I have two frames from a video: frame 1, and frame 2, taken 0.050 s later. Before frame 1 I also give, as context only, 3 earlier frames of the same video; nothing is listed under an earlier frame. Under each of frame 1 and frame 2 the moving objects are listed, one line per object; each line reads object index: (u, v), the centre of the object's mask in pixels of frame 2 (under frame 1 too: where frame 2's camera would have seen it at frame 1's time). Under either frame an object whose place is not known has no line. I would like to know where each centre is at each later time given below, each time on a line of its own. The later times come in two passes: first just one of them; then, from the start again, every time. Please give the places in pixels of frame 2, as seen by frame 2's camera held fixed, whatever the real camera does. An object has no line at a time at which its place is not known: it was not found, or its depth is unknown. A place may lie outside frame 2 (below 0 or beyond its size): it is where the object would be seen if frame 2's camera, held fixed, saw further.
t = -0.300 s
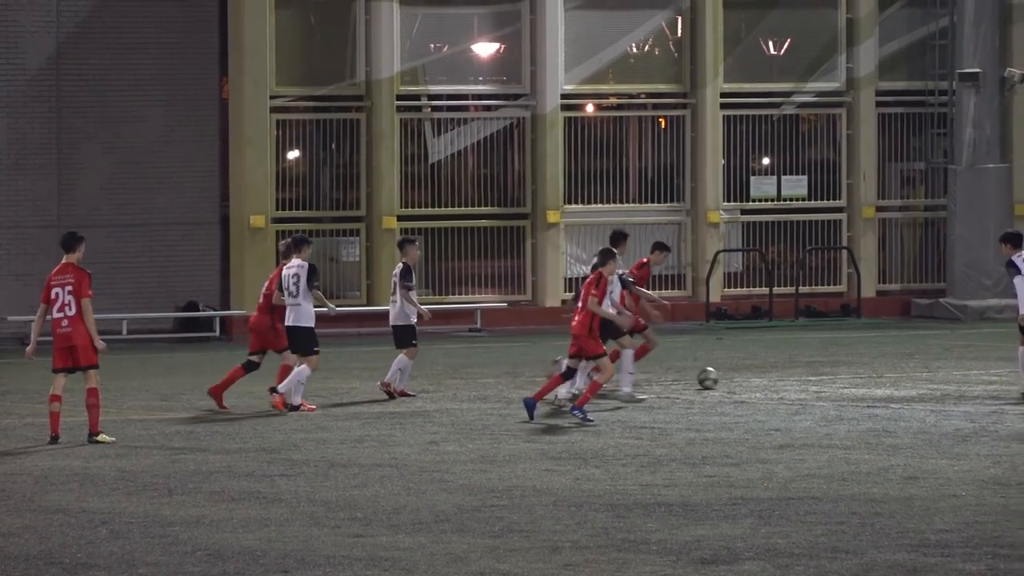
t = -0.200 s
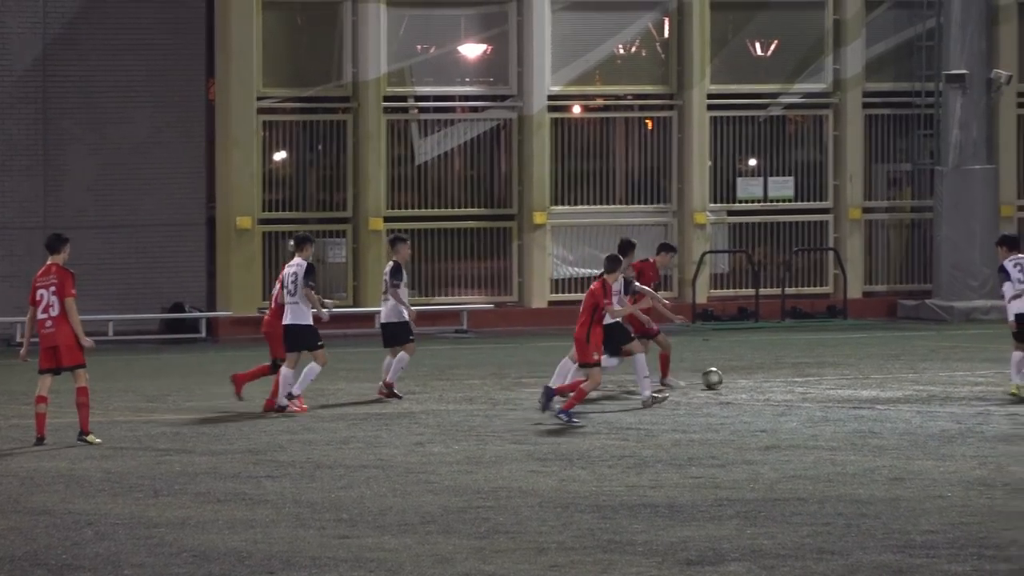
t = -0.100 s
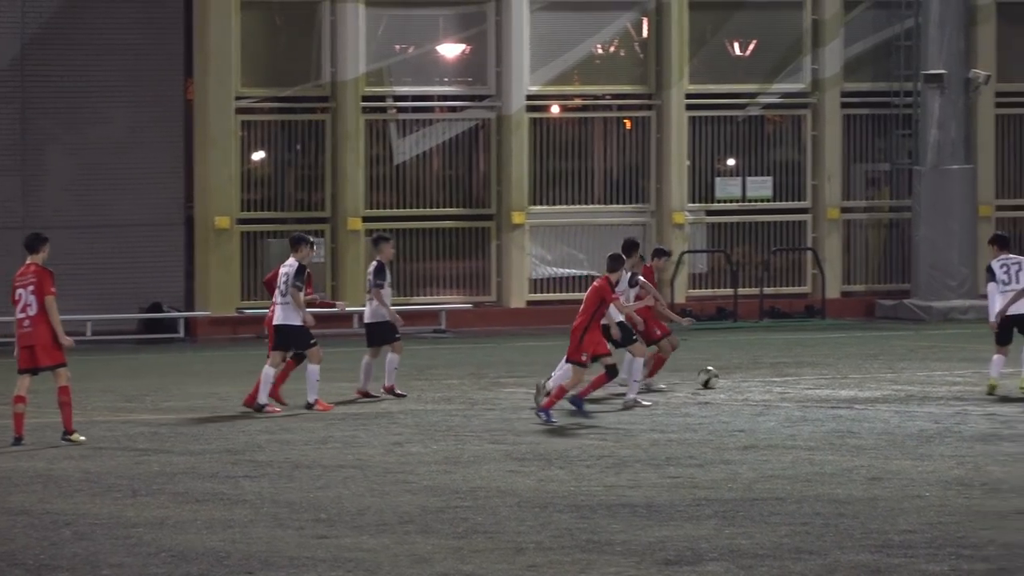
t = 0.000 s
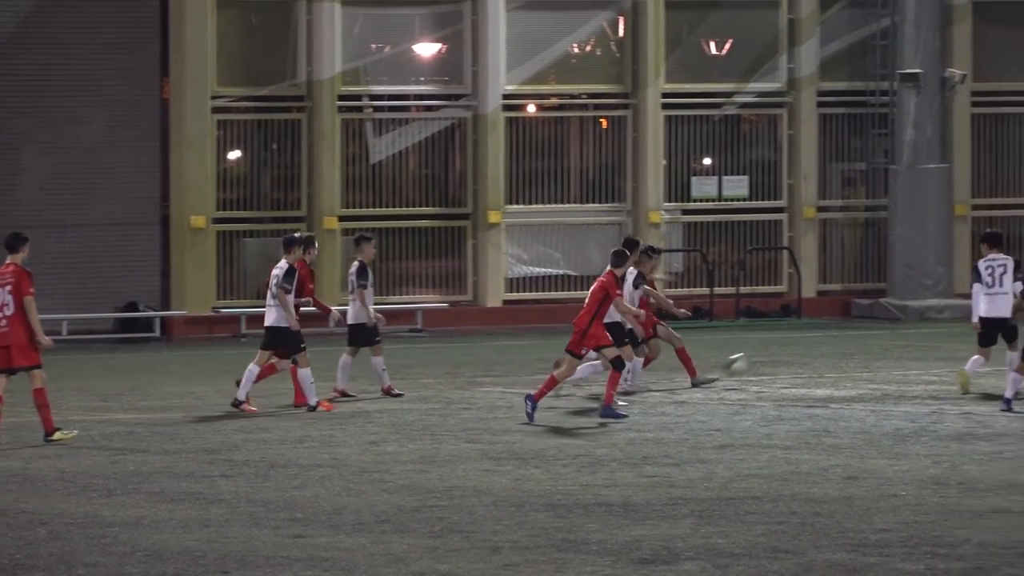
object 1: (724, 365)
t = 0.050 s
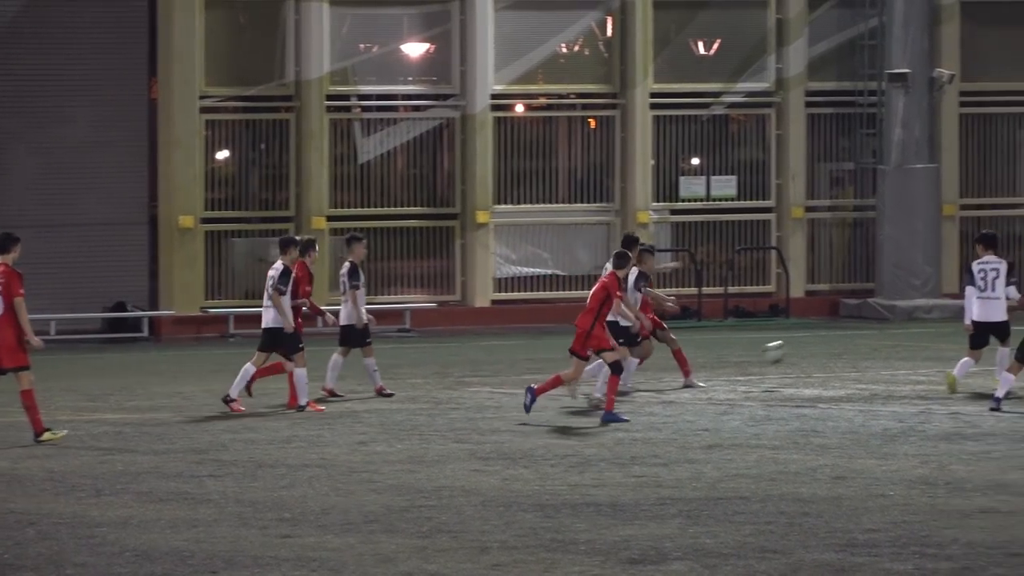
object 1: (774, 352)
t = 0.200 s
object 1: (926, 327)
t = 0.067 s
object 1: (789, 348)
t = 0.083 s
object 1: (804, 345)
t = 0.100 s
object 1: (823, 342)
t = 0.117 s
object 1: (840, 340)
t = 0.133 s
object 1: (855, 335)
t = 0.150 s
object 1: (875, 334)
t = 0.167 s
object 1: (891, 331)
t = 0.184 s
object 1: (908, 329)
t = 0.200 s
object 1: (926, 327)
